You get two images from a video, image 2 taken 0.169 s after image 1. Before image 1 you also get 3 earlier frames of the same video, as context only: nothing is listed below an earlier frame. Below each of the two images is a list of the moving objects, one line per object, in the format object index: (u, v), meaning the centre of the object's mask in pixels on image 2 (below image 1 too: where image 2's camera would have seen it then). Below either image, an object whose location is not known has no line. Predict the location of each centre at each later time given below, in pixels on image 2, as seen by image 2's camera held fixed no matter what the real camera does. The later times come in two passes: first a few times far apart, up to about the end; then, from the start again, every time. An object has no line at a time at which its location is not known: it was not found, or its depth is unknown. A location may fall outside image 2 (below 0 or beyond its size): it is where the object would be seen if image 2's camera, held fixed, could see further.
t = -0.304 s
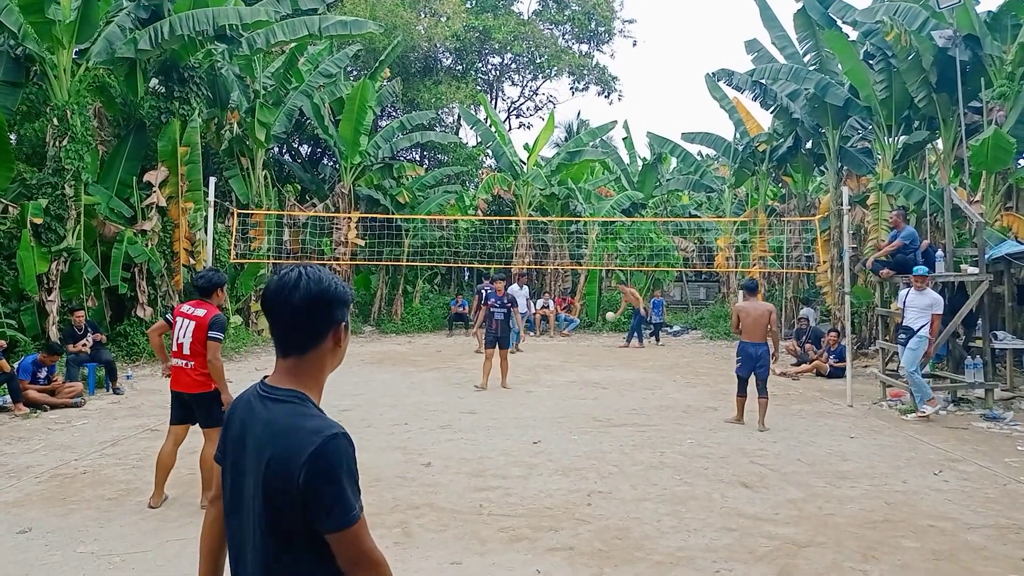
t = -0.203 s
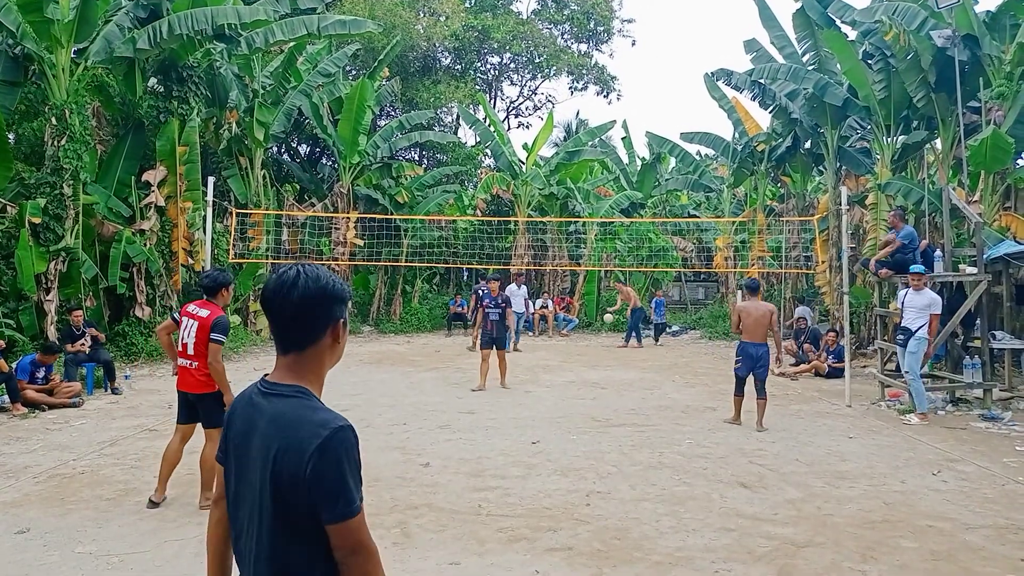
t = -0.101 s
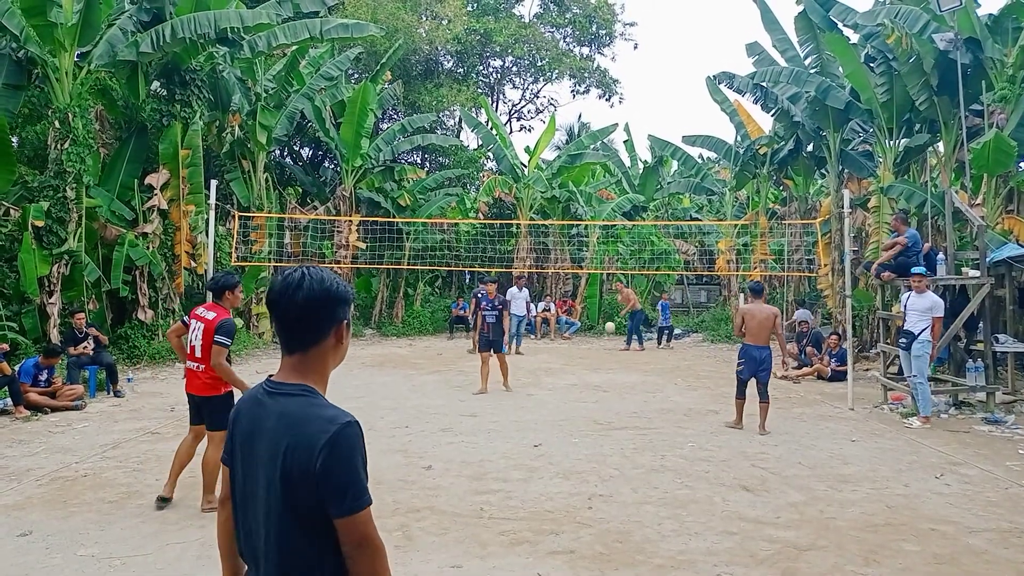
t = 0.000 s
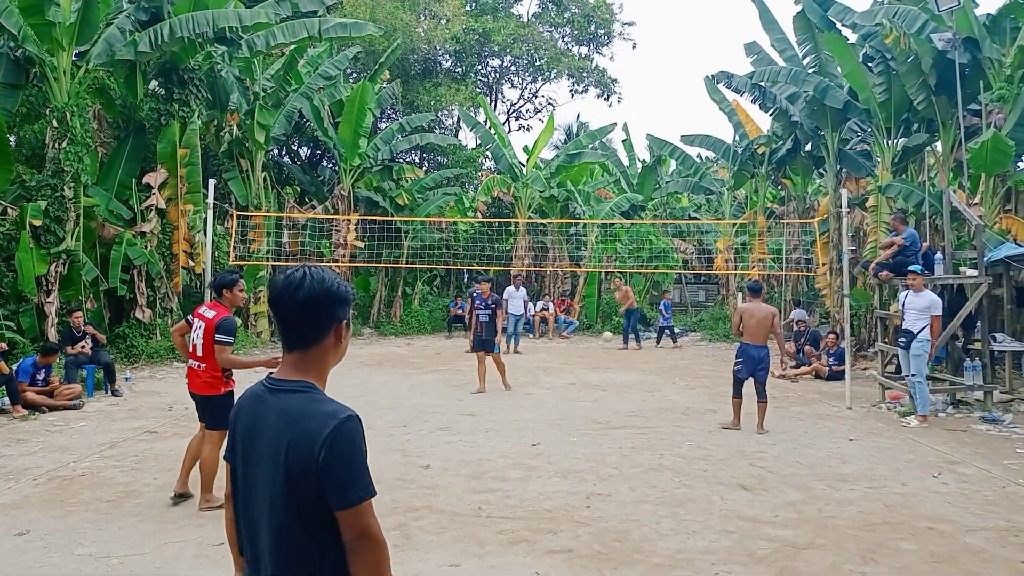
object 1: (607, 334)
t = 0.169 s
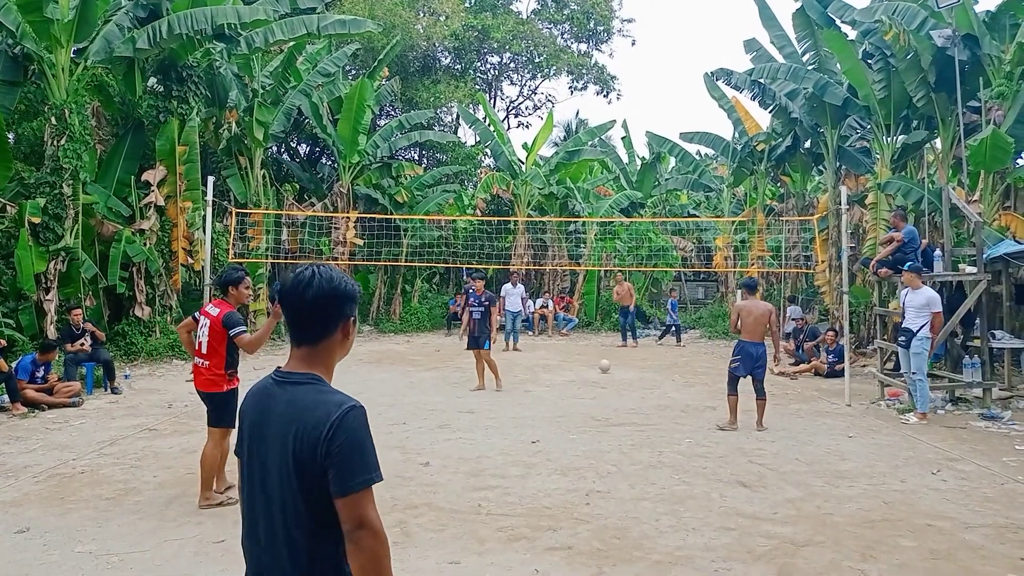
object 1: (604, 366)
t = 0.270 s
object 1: (604, 358)
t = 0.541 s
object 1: (603, 354)
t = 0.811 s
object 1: (600, 392)
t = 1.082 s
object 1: (597, 390)
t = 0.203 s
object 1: (604, 366)
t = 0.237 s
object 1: (604, 362)
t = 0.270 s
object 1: (604, 358)
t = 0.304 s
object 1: (604, 355)
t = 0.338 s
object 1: (603, 353)
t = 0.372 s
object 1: (603, 351)
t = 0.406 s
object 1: (603, 350)
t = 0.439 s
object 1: (603, 350)
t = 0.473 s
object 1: (603, 351)
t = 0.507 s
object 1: (603, 352)
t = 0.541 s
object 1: (603, 354)
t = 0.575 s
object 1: (602, 358)
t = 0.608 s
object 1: (602, 362)
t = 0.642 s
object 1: (602, 367)
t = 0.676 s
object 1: (602, 373)
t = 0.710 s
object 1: (601, 380)
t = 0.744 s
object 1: (601, 389)
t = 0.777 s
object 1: (601, 397)
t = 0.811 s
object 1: (600, 392)
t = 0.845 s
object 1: (600, 388)
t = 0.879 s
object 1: (599, 386)
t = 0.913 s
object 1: (599, 384)
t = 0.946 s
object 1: (599, 383)
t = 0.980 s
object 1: (598, 383)
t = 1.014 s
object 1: (598, 385)
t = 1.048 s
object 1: (597, 387)
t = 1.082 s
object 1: (597, 390)
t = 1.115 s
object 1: (596, 395)
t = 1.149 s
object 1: (596, 401)
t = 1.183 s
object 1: (595, 409)
